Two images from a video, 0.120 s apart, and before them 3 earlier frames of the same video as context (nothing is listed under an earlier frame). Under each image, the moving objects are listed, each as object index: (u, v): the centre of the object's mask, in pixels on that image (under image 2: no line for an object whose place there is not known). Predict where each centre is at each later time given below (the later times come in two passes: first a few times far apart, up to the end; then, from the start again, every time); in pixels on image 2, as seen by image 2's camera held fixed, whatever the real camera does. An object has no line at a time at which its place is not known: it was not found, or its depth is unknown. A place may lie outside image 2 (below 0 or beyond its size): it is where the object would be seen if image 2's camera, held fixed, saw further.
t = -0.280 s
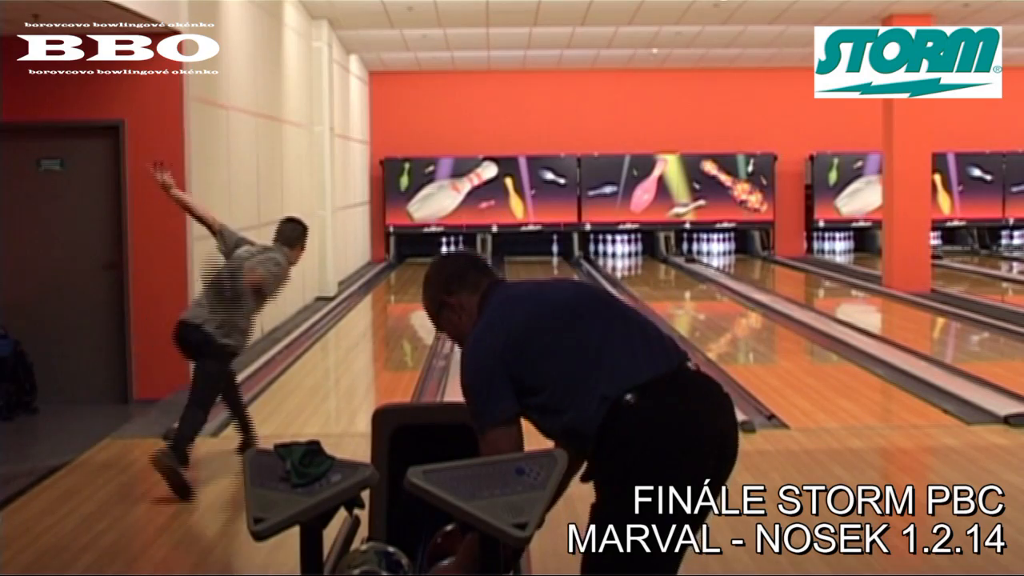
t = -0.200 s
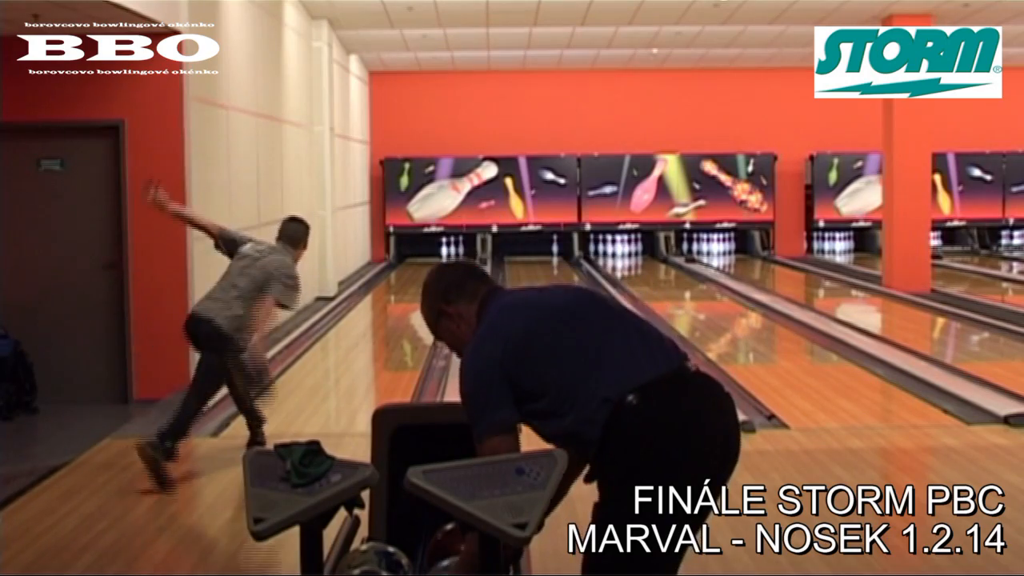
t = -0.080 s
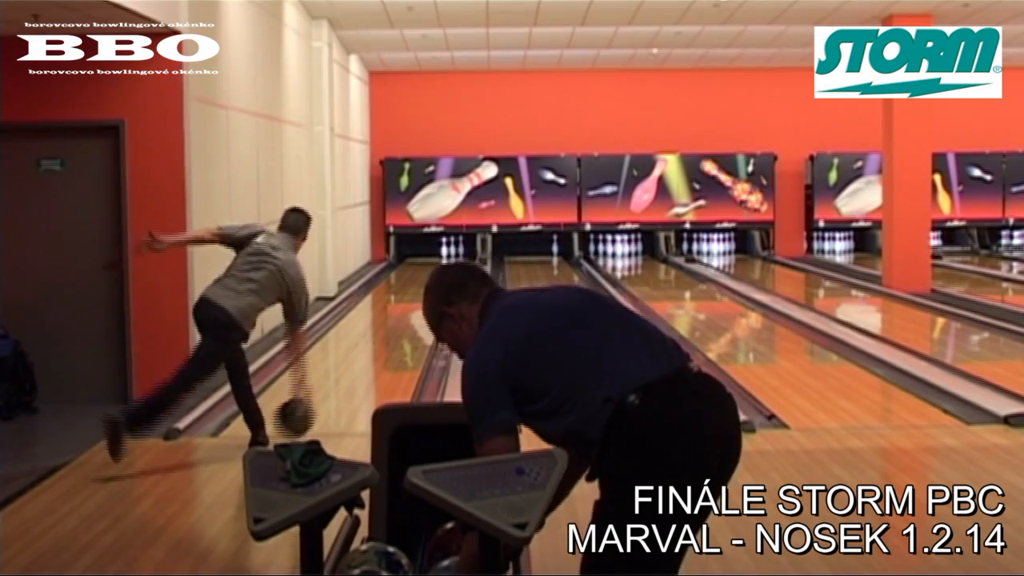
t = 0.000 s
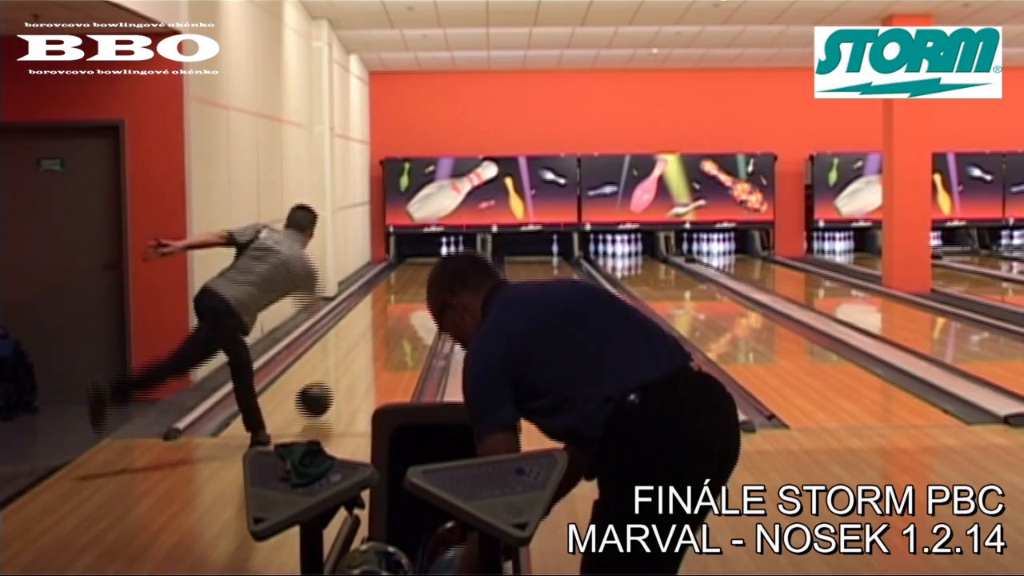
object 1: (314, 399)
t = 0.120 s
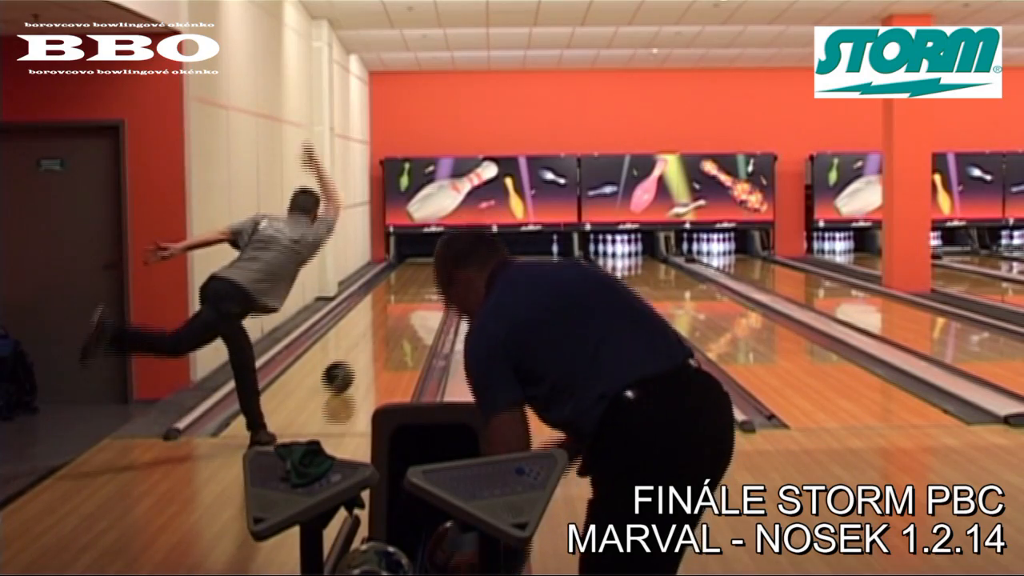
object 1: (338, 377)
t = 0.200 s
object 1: (351, 363)
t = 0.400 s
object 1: (376, 337)
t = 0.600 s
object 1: (395, 317)
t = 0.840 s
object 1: (413, 297)
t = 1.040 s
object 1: (423, 286)
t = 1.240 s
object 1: (430, 276)
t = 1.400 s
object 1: (435, 270)
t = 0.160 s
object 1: (344, 370)
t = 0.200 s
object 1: (351, 363)
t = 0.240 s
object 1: (357, 357)
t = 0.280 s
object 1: (362, 351)
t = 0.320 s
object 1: (367, 346)
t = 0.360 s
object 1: (372, 341)
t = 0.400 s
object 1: (376, 337)
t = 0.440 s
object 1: (381, 332)
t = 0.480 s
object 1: (384, 327)
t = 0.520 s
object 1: (388, 324)
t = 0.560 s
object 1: (392, 320)
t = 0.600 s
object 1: (395, 317)
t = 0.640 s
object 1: (399, 313)
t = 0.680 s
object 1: (402, 309)
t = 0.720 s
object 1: (404, 306)
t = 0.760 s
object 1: (407, 303)
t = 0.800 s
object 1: (410, 301)
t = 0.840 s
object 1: (413, 297)
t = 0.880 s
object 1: (414, 295)
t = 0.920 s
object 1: (417, 293)
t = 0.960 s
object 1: (419, 290)
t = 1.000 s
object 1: (420, 288)
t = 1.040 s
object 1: (423, 286)
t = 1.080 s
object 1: (424, 284)
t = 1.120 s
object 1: (426, 282)
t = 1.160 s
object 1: (428, 280)
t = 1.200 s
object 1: (428, 278)
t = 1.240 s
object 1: (430, 276)
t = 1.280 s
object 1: (432, 275)
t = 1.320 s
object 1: (434, 274)
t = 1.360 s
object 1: (434, 271)
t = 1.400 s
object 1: (435, 270)
